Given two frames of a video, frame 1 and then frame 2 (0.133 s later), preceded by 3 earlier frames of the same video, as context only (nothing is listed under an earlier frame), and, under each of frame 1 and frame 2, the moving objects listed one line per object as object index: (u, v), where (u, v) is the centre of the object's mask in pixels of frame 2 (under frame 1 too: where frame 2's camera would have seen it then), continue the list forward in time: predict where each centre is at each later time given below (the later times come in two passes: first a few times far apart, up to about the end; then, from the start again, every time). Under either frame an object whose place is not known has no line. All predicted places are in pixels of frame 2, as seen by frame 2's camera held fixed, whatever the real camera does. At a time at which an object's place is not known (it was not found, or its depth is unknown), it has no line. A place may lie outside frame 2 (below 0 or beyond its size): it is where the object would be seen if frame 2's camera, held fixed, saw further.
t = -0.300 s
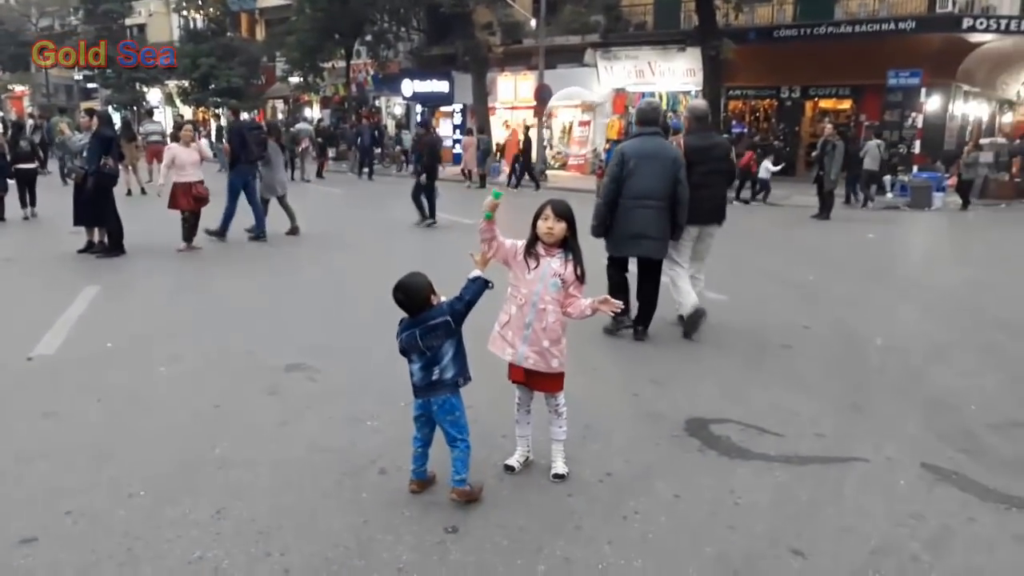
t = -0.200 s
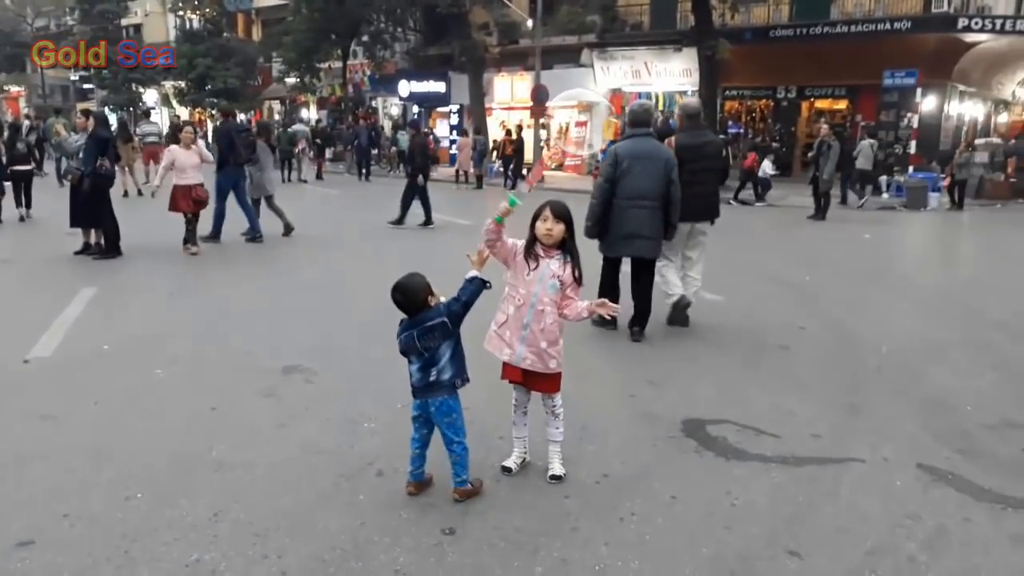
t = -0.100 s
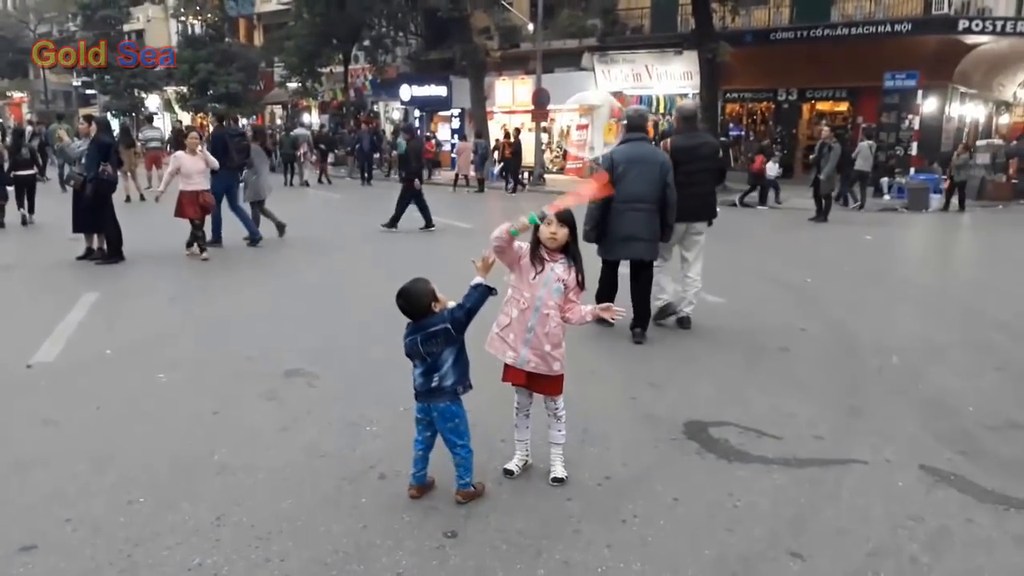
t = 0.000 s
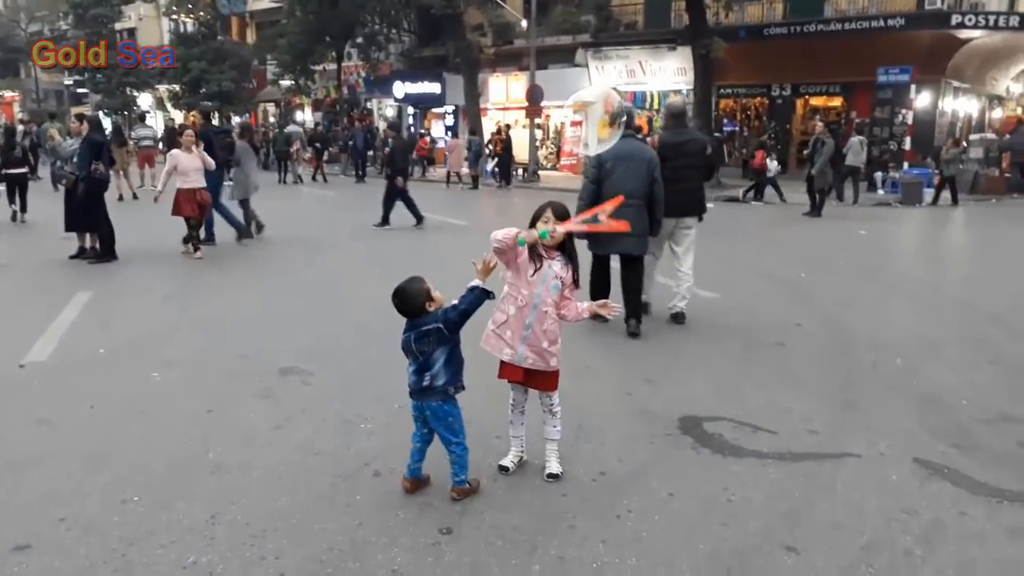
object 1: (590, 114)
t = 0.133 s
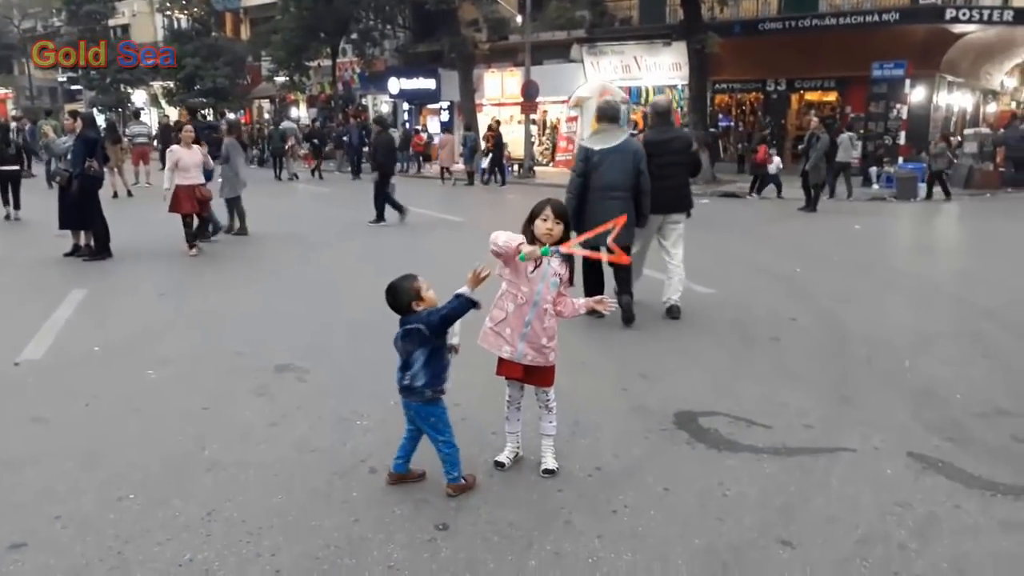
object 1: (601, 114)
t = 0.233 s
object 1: (609, 115)
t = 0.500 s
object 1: (631, 118)
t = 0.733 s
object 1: (656, 118)
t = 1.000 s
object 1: (684, 120)
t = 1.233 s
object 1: (709, 122)
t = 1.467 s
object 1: (735, 127)
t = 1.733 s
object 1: (765, 133)
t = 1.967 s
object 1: (792, 141)
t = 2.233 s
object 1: (823, 149)
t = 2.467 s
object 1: (852, 159)
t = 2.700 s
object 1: (882, 170)
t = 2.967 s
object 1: (918, 184)
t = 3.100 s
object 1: (932, 191)
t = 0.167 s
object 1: (602, 114)
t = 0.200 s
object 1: (606, 114)
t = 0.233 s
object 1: (609, 115)
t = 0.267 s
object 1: (612, 116)
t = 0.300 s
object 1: (615, 116)
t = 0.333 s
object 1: (618, 115)
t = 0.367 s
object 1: (621, 116)
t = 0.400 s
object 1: (623, 116)
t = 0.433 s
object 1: (626, 117)
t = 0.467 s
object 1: (628, 118)
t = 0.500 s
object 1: (631, 118)
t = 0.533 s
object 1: (637, 118)
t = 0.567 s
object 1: (639, 118)
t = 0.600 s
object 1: (643, 118)
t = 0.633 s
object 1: (645, 118)
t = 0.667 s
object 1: (650, 118)
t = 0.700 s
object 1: (653, 118)
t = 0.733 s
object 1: (656, 118)
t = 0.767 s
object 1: (659, 119)
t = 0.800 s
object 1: (664, 119)
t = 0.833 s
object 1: (666, 119)
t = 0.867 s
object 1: (670, 120)
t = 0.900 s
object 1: (673, 120)
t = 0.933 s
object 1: (677, 119)
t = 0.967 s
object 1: (681, 120)
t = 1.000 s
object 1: (684, 120)
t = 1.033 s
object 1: (688, 120)
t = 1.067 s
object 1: (692, 120)
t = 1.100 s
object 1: (696, 120)
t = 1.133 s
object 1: (699, 121)
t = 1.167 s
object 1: (703, 121)
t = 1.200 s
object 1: (706, 121)
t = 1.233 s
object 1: (709, 122)
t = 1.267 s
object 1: (713, 123)
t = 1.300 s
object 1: (717, 123)
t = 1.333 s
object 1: (720, 124)
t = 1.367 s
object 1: (723, 125)
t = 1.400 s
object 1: (727, 126)
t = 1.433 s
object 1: (732, 126)
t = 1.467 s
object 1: (735, 127)
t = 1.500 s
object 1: (739, 128)
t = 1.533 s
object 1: (743, 129)
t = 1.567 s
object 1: (747, 130)
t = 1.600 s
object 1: (750, 130)
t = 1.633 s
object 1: (754, 131)
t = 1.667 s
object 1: (758, 131)
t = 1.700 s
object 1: (762, 132)
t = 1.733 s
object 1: (765, 133)
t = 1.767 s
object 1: (769, 134)
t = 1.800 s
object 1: (773, 135)
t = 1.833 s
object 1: (776, 136)
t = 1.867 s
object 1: (780, 137)
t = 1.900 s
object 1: (784, 138)
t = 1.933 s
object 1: (788, 139)
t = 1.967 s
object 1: (792, 141)
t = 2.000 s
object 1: (796, 142)
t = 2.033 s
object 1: (799, 143)
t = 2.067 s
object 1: (803, 144)
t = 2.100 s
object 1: (807, 145)
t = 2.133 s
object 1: (812, 146)
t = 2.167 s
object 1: (815, 147)
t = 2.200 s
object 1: (819, 149)
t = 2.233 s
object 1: (823, 149)
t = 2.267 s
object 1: (828, 150)
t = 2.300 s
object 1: (832, 152)
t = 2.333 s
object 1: (836, 153)
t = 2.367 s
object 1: (840, 154)
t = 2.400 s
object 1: (844, 156)
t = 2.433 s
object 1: (847, 157)
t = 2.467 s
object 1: (852, 159)
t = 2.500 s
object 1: (857, 160)
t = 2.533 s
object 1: (861, 161)
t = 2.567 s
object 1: (865, 163)
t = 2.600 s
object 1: (870, 165)
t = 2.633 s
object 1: (872, 167)
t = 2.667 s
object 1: (878, 168)
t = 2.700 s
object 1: (882, 170)
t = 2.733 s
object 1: (887, 171)
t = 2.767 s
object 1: (891, 172)
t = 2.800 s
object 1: (896, 174)
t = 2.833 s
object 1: (901, 175)
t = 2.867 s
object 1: (904, 178)
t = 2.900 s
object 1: (910, 180)
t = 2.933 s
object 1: (914, 182)
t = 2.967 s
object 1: (918, 184)
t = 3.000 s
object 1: (921, 186)
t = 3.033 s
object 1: (925, 188)
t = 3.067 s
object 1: (927, 190)
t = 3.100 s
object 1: (932, 191)
